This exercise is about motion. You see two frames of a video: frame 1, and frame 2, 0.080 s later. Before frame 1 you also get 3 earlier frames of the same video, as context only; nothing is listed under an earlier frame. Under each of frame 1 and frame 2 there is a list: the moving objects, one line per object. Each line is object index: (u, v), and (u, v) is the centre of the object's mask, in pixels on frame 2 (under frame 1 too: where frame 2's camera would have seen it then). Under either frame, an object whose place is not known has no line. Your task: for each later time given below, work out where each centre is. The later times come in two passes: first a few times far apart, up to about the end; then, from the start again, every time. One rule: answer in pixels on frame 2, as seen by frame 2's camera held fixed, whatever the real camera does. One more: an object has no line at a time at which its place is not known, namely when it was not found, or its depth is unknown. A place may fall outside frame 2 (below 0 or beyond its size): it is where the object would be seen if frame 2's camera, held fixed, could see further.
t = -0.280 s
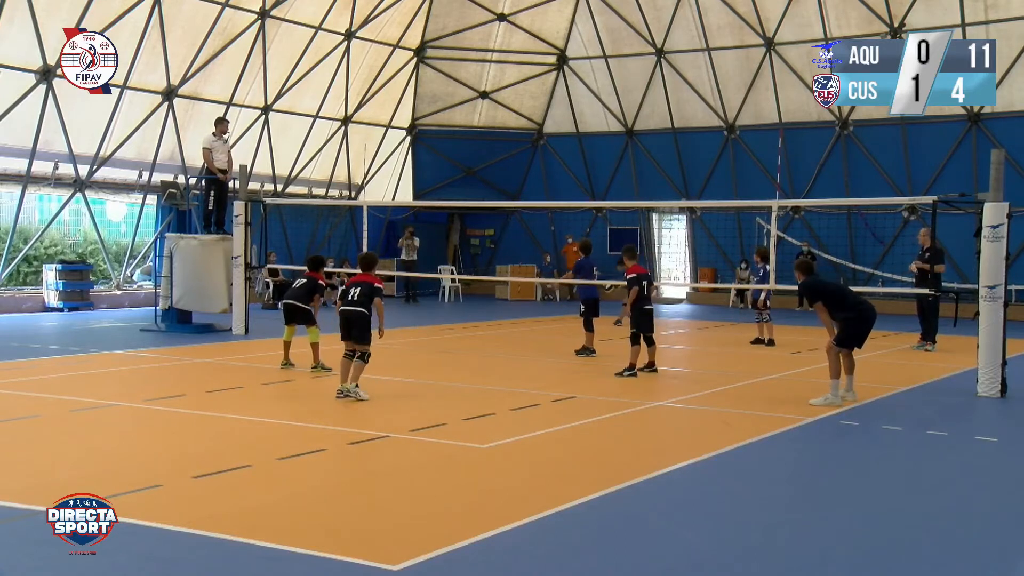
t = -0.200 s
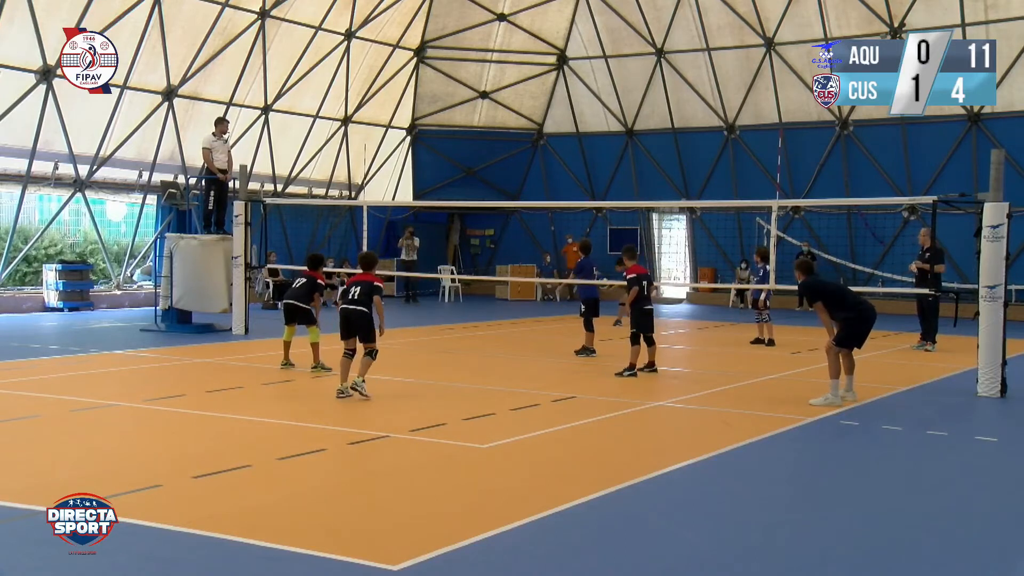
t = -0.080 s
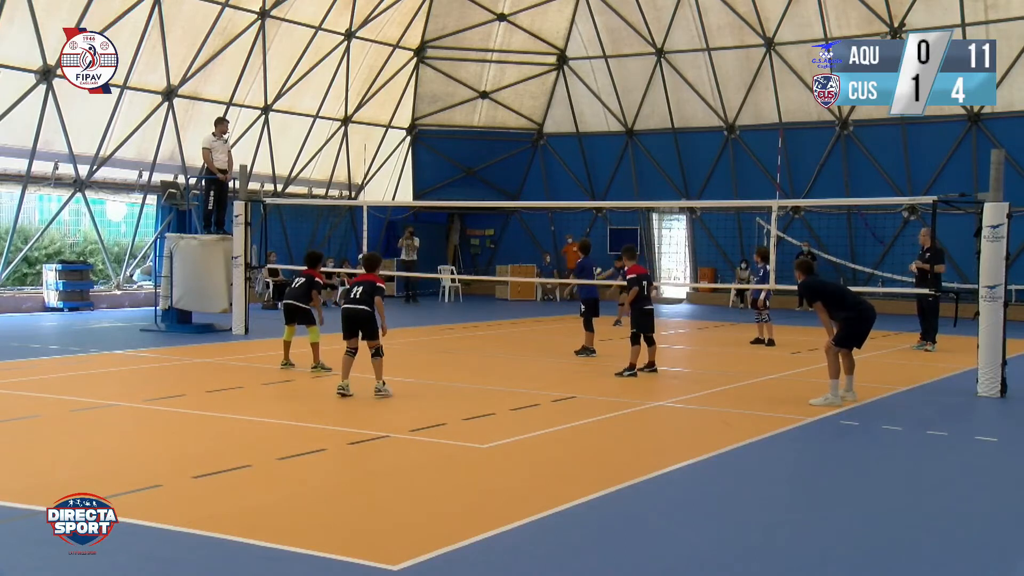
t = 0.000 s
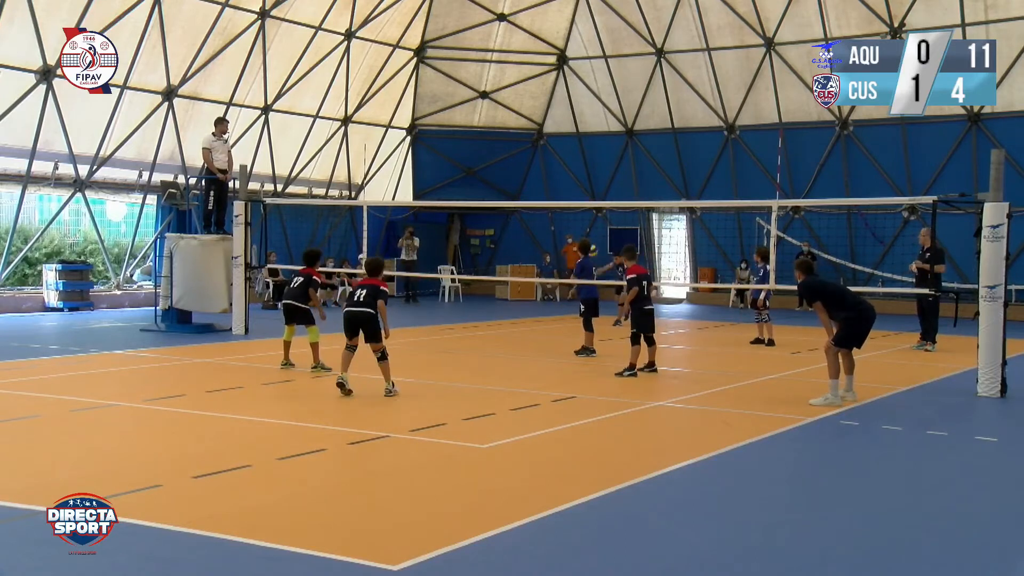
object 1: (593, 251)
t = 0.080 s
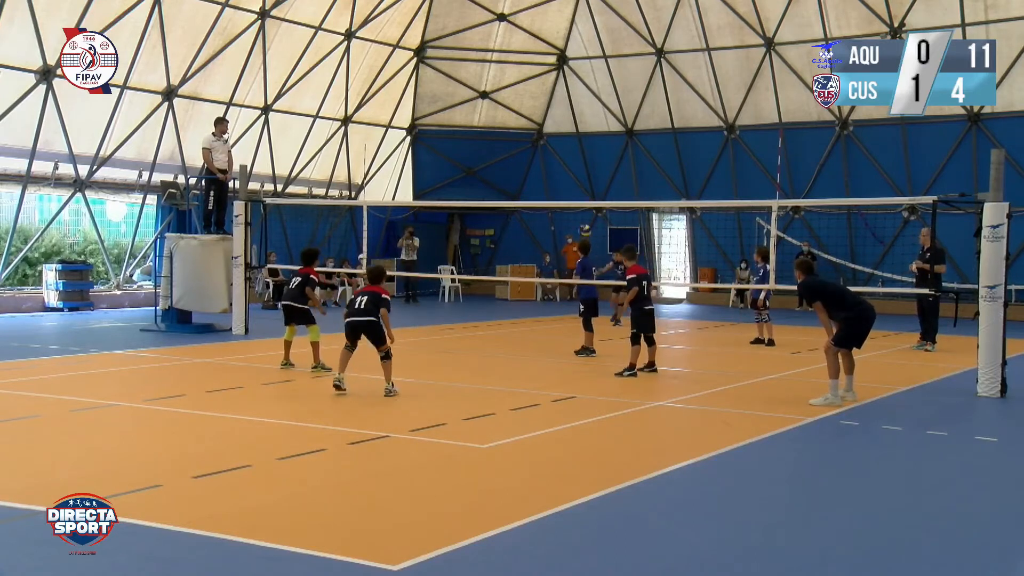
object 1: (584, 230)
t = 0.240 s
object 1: (568, 197)
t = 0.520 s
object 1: (531, 170)
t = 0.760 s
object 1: (492, 184)
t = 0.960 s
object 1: (457, 236)
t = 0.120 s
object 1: (581, 222)
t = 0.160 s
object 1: (577, 214)
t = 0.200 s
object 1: (572, 209)
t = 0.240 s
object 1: (568, 197)
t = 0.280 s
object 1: (563, 192)
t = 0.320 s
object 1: (558, 186)
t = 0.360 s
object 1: (553, 181)
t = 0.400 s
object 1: (548, 177)
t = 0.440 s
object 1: (542, 174)
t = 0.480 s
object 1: (537, 171)
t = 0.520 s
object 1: (531, 170)
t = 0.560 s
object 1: (524, 169)
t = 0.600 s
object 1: (518, 170)
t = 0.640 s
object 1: (512, 172)
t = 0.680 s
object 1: (506, 175)
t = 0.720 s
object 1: (499, 179)
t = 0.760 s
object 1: (492, 184)
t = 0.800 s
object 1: (486, 191)
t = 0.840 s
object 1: (479, 200)
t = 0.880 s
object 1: (472, 211)
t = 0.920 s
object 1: (464, 222)
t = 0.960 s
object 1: (457, 236)
